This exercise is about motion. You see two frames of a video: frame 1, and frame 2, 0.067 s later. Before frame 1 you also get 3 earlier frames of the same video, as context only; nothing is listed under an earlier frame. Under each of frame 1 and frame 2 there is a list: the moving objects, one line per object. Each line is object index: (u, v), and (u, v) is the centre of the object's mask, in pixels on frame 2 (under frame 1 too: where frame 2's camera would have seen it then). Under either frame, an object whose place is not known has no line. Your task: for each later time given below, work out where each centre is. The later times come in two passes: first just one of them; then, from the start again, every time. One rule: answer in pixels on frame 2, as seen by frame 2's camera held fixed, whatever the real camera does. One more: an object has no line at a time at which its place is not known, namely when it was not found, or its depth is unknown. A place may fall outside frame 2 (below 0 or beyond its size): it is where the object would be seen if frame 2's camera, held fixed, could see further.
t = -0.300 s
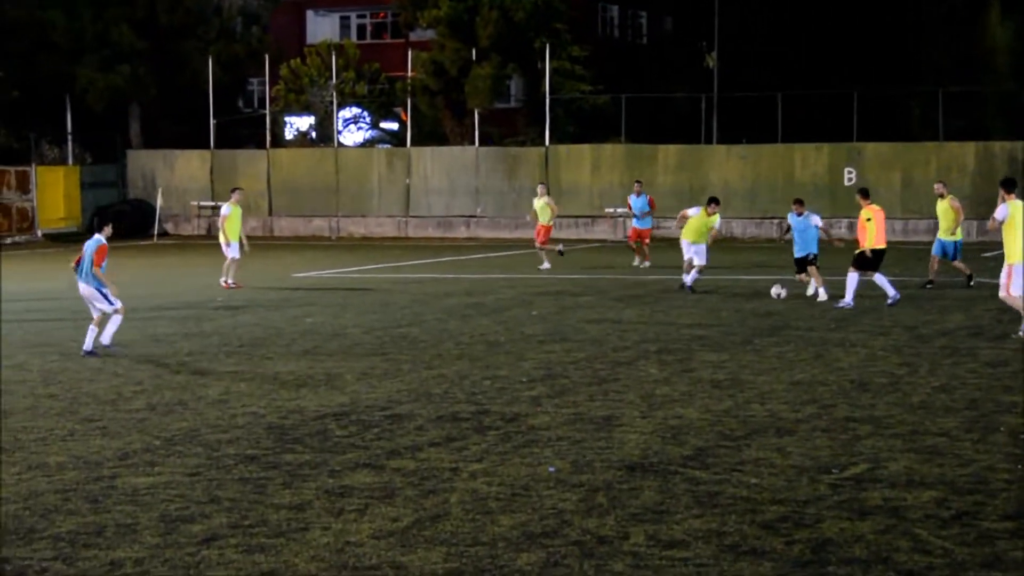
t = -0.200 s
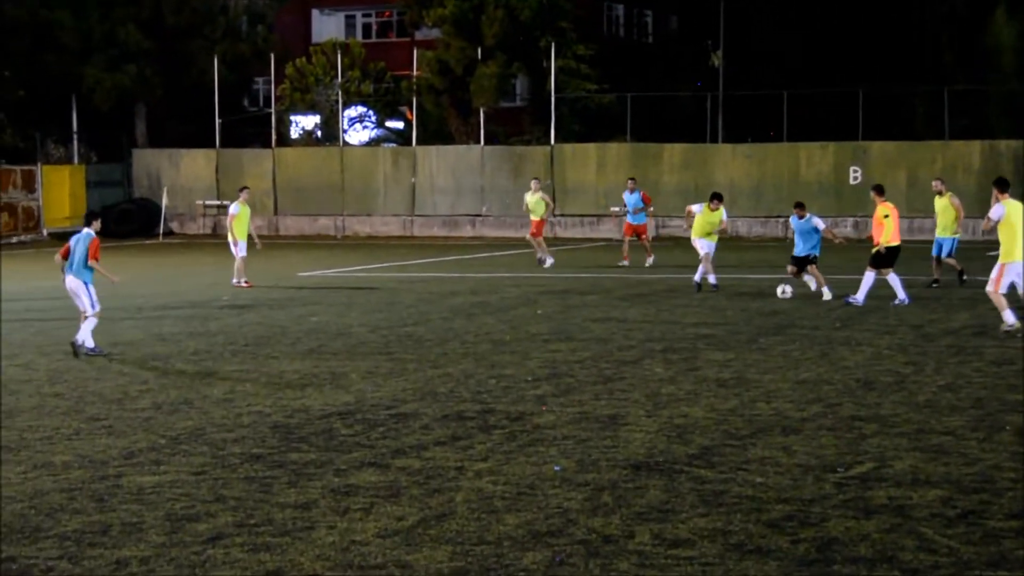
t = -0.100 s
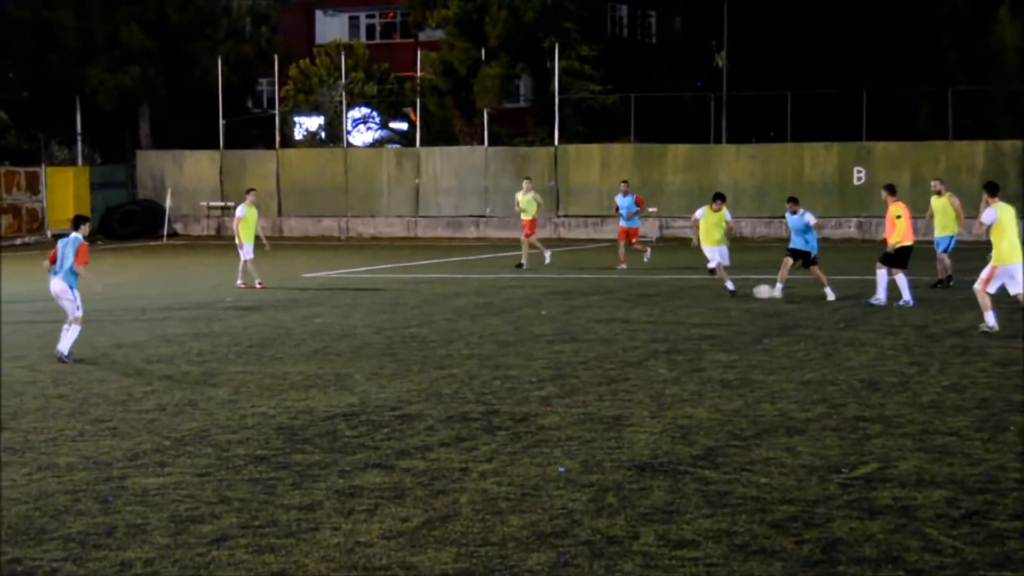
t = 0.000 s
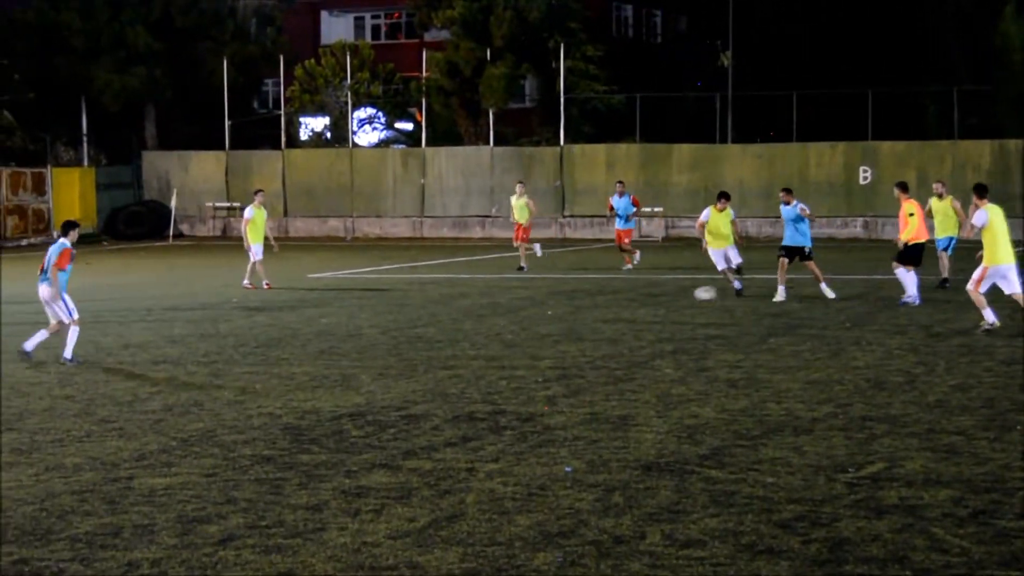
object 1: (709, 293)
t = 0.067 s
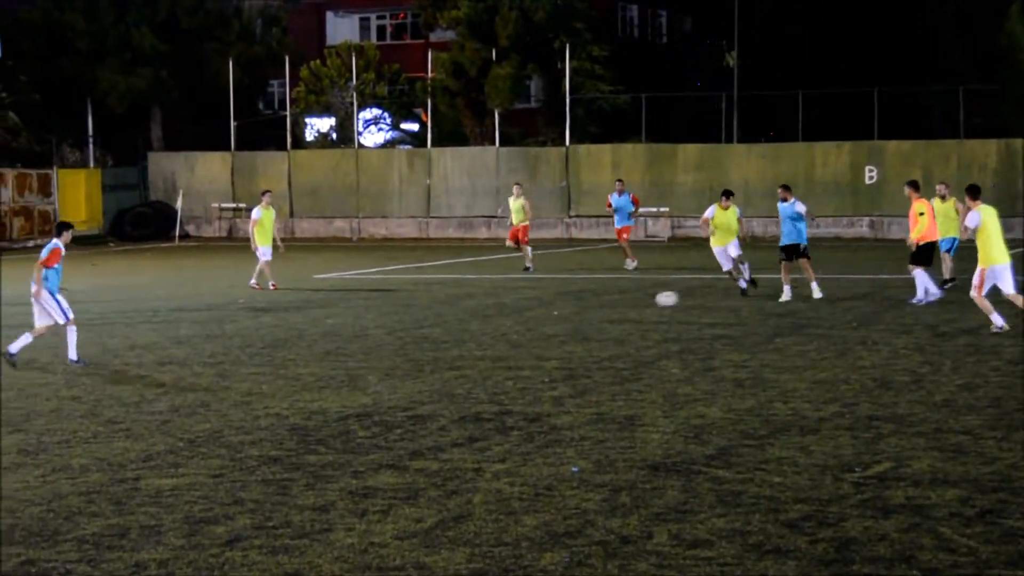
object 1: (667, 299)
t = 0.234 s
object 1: (565, 306)
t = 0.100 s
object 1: (645, 302)
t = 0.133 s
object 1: (623, 304)
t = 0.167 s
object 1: (604, 304)
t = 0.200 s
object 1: (584, 304)
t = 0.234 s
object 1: (565, 306)
